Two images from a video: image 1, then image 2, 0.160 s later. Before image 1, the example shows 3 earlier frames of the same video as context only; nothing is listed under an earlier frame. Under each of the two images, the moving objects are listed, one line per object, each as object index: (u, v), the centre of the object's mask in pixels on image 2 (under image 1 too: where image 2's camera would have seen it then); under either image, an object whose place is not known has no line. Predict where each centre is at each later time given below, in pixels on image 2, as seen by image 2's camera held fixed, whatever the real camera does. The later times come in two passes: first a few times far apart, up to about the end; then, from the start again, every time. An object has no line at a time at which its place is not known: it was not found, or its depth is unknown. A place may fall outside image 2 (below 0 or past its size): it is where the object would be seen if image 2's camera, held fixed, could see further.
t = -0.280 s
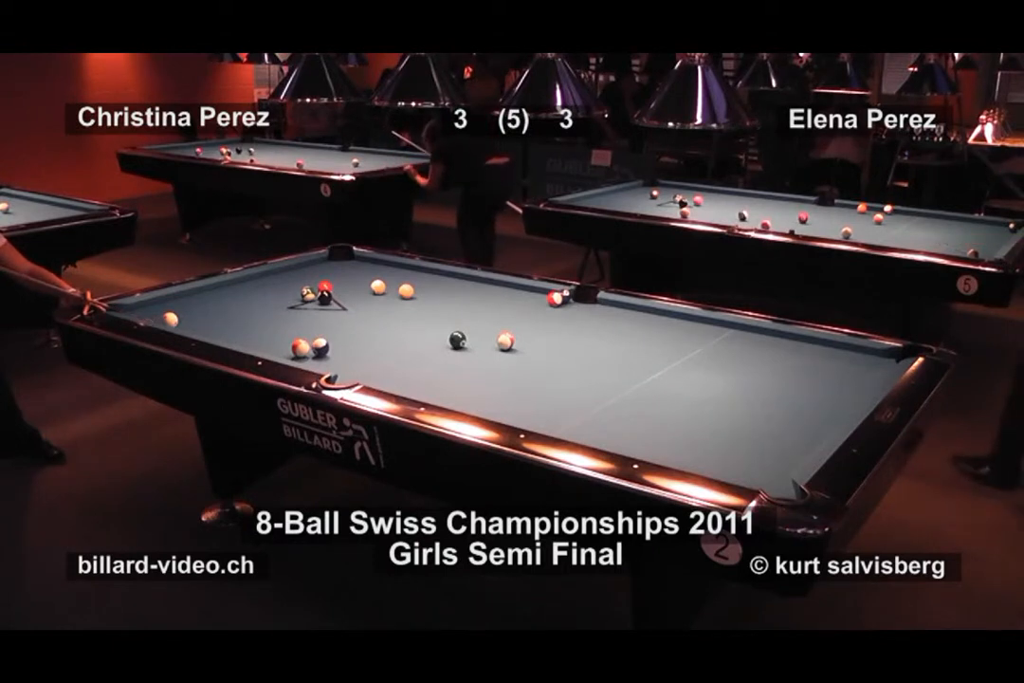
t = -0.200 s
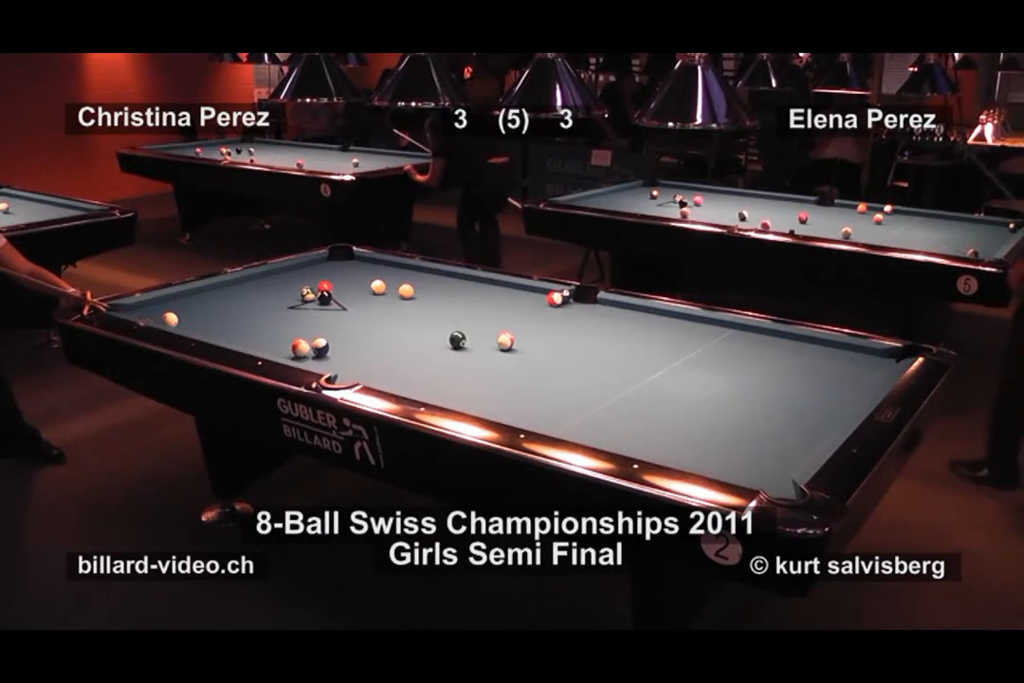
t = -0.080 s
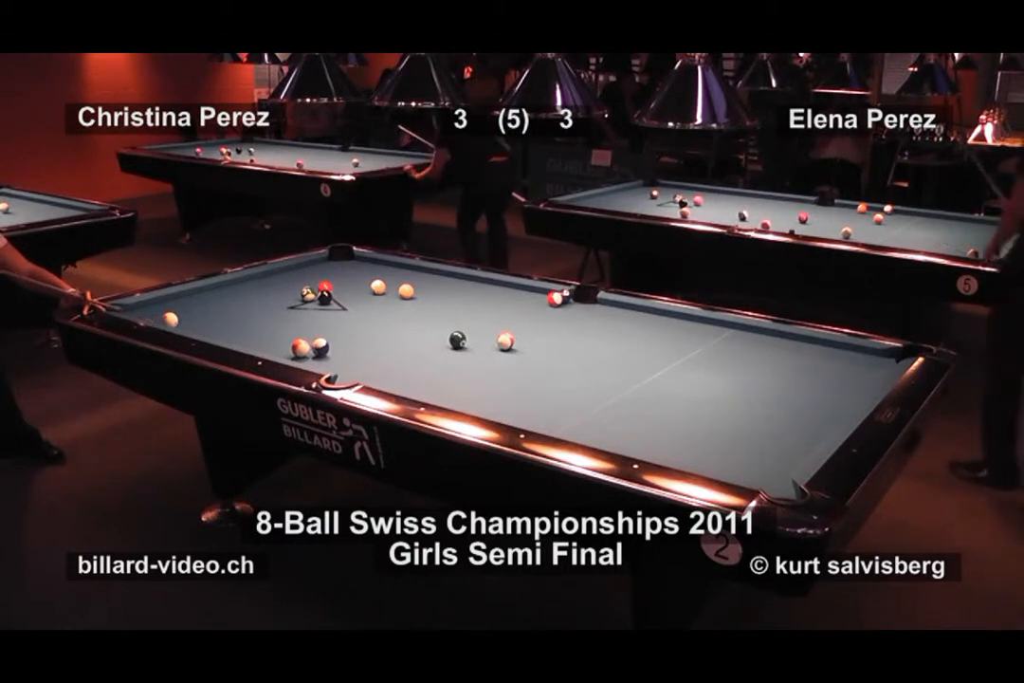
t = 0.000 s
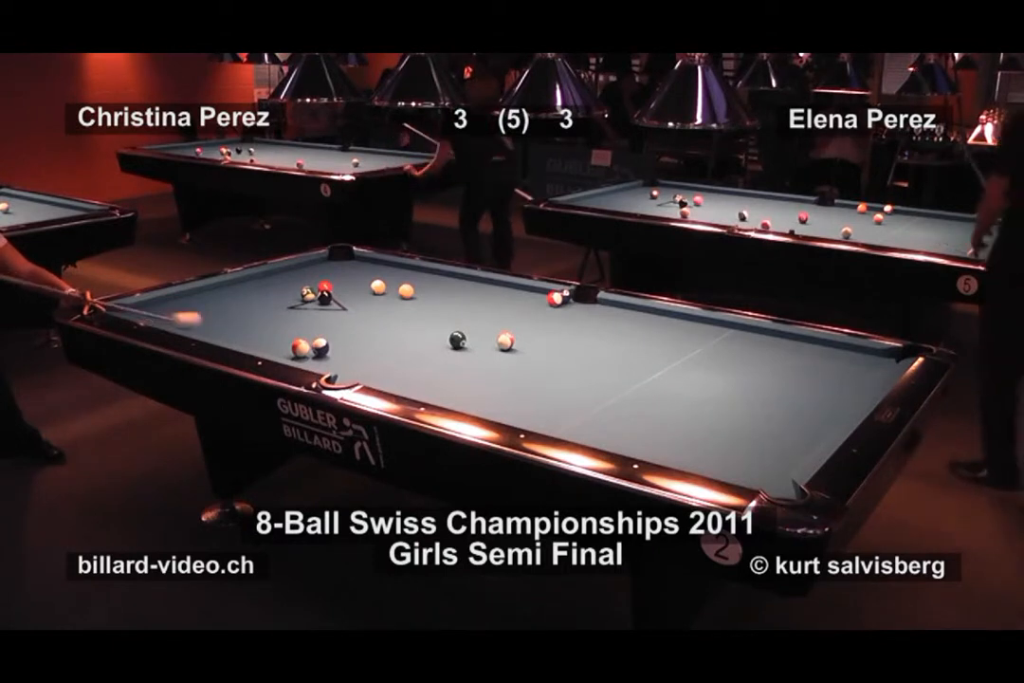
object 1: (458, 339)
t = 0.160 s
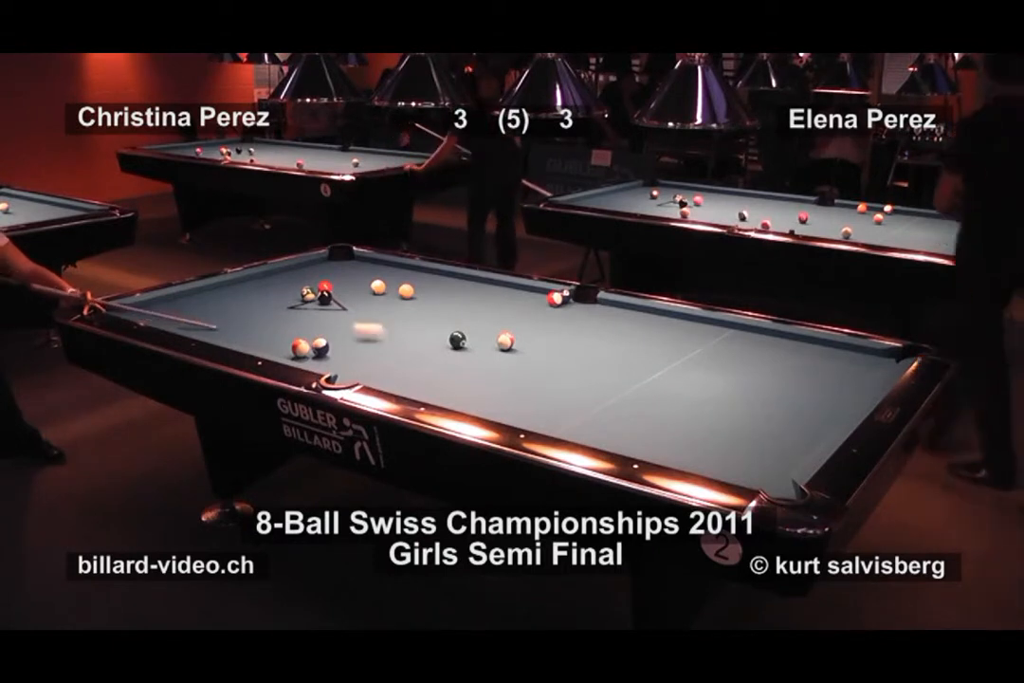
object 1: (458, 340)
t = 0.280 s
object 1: (494, 350)
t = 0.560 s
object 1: (712, 406)
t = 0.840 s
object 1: (751, 417)
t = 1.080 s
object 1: (651, 395)
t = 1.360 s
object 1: (560, 374)
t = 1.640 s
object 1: (479, 355)
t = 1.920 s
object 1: (407, 339)
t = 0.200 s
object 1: (458, 340)
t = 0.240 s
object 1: (469, 343)
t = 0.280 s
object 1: (494, 350)
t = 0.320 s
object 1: (527, 358)
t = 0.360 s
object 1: (557, 366)
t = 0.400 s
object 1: (588, 374)
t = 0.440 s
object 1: (618, 381)
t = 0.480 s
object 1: (650, 390)
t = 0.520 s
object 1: (682, 398)
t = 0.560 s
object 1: (712, 406)
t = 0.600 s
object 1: (743, 412)
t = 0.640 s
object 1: (774, 422)
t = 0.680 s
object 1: (804, 430)
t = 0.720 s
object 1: (818, 432)
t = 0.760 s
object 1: (795, 428)
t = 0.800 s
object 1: (773, 423)
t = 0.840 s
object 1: (751, 417)
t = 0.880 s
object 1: (732, 413)
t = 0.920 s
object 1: (713, 409)
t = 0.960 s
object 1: (696, 404)
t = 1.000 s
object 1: (680, 401)
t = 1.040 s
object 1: (666, 398)
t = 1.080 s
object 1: (651, 395)
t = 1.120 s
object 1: (638, 392)
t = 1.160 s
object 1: (624, 389)
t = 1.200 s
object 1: (611, 385)
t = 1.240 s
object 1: (598, 383)
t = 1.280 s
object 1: (585, 380)
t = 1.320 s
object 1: (572, 377)
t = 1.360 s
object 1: (560, 374)
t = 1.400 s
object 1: (548, 371)
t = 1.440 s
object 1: (536, 368)
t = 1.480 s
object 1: (524, 366)
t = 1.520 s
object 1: (512, 363)
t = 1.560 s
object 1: (501, 361)
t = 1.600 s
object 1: (490, 358)
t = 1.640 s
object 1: (479, 355)
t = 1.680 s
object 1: (468, 352)
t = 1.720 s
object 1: (457, 351)
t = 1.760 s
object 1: (447, 348)
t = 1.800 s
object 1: (437, 346)
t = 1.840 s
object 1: (426, 343)
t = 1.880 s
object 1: (417, 341)
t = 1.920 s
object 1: (407, 339)
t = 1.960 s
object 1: (397, 337)
